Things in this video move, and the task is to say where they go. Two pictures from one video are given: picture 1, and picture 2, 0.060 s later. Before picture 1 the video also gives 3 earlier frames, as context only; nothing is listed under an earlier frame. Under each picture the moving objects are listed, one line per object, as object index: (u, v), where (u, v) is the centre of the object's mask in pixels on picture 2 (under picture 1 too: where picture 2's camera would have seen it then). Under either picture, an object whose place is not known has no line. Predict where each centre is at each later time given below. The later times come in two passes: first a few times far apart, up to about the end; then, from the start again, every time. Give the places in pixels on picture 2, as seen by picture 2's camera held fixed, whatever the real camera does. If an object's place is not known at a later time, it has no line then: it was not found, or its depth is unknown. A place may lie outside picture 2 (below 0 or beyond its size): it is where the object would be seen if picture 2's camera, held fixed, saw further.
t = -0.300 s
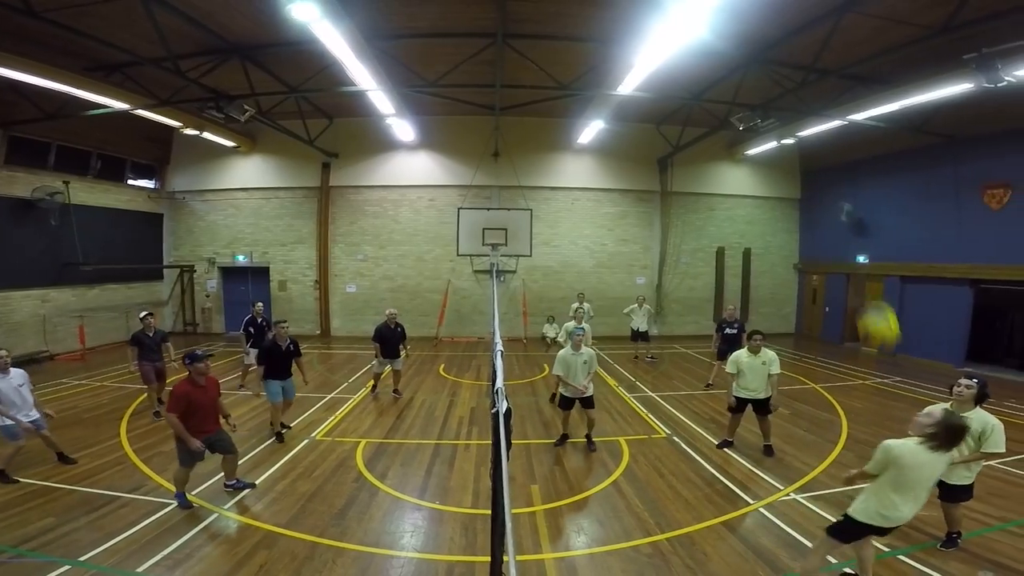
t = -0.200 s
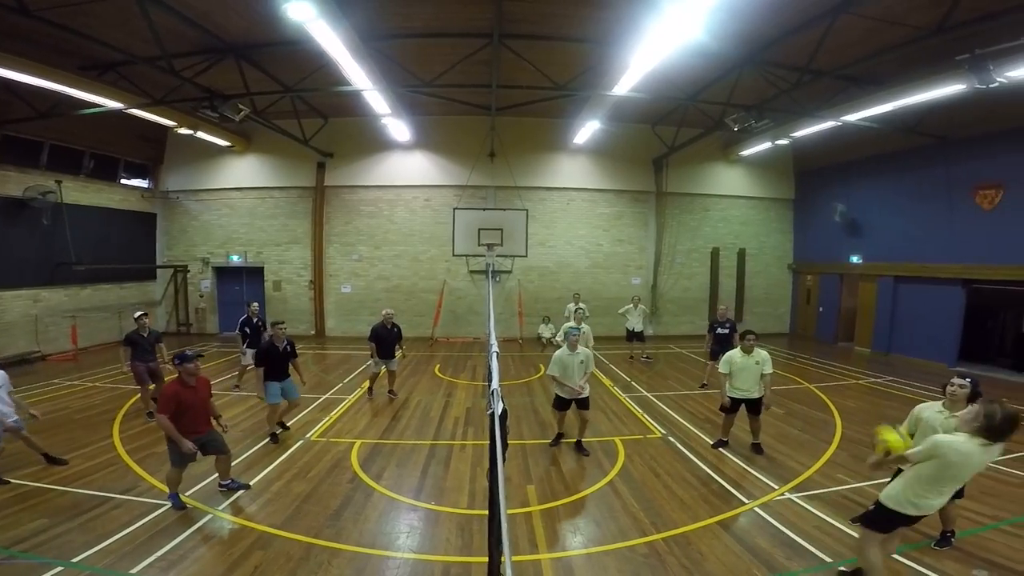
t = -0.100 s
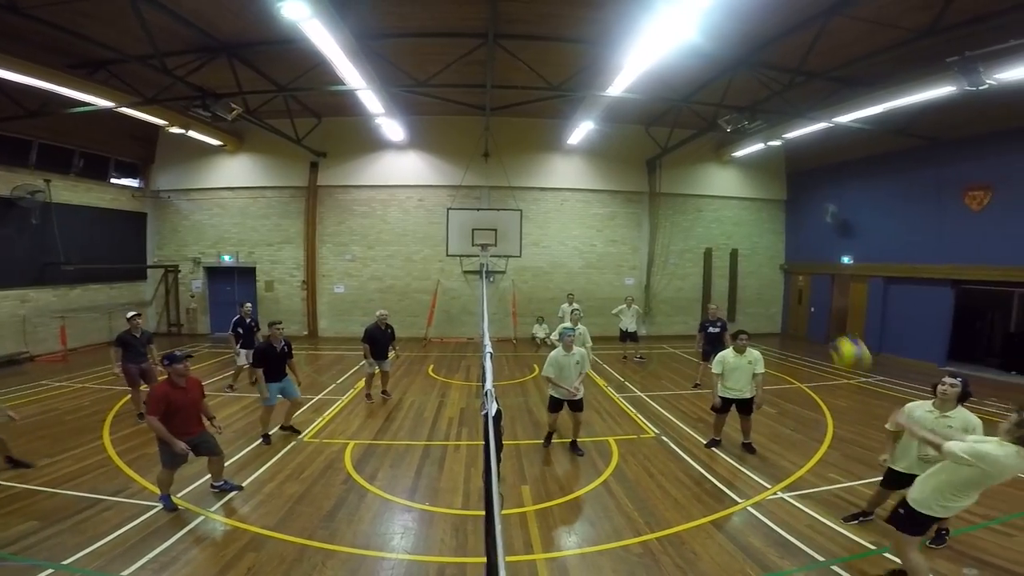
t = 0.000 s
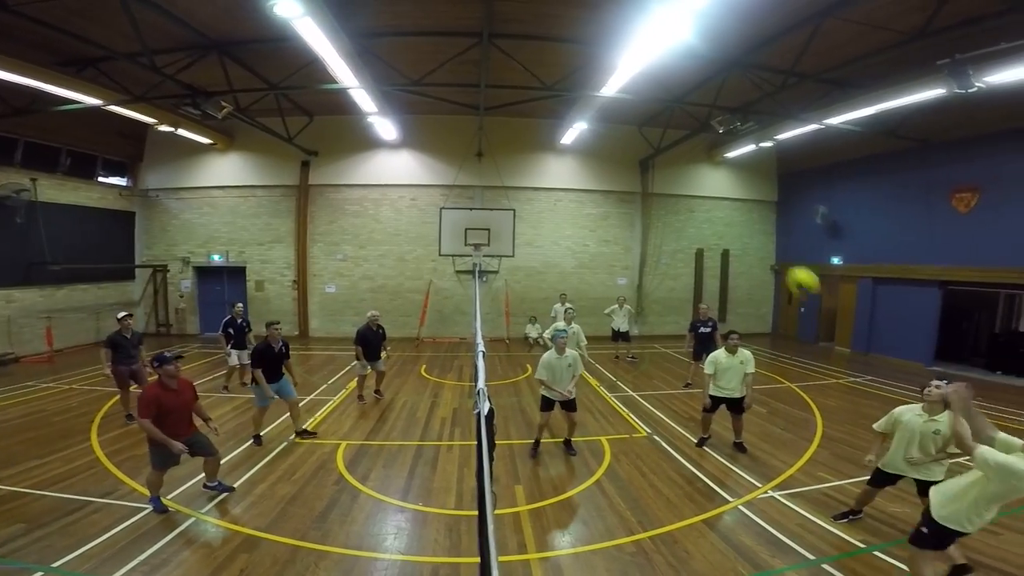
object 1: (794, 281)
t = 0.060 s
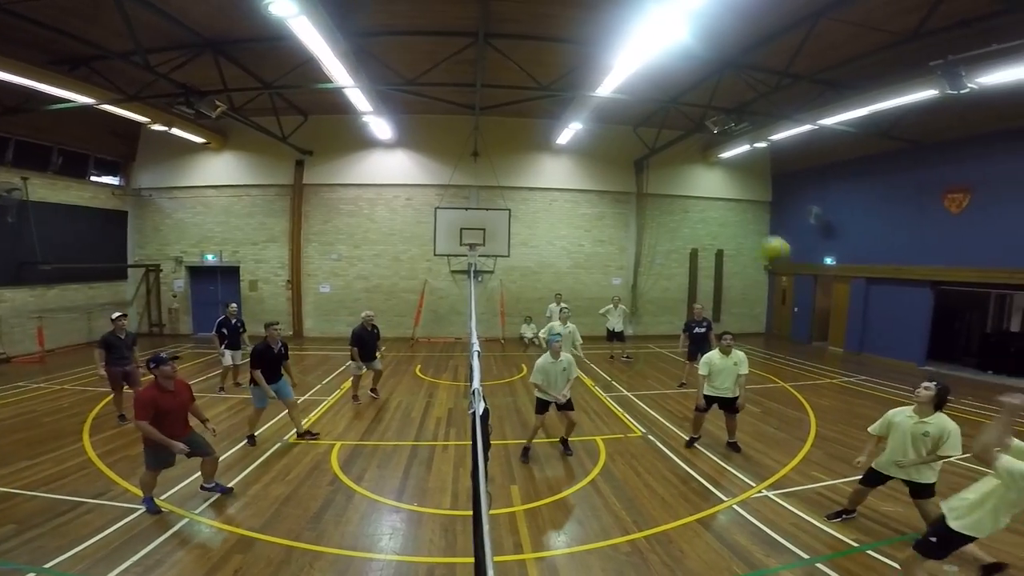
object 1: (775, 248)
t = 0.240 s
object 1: (721, 195)
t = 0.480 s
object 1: (669, 184)
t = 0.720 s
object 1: (630, 221)
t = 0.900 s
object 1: (606, 270)
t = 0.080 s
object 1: (770, 241)
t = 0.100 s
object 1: (762, 231)
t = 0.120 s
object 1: (755, 225)
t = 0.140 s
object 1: (749, 218)
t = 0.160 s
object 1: (744, 211)
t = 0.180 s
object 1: (738, 206)
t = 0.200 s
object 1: (733, 202)
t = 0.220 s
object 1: (728, 198)
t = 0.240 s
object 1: (721, 195)
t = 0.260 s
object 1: (716, 191)
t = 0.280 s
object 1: (711, 189)
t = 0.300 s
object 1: (706, 187)
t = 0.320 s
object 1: (701, 185)
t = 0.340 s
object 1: (697, 184)
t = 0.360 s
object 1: (692, 182)
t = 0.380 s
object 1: (687, 183)
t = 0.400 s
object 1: (684, 182)
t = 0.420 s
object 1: (680, 182)
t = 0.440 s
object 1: (677, 182)
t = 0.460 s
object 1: (673, 183)
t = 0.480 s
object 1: (669, 184)
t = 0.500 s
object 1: (664, 186)
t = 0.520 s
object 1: (661, 187)
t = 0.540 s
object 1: (658, 190)
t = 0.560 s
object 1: (654, 192)
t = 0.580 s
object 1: (651, 195)
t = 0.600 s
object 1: (648, 197)
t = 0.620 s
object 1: (645, 201)
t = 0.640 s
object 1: (642, 204)
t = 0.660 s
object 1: (639, 207)
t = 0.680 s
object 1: (635, 211)
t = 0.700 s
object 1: (632, 216)
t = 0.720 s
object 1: (630, 221)
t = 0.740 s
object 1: (627, 224)
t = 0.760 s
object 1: (625, 230)
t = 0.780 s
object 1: (621, 235)
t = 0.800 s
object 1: (619, 241)
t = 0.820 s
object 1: (616, 245)
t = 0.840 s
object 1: (614, 251)
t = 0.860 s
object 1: (611, 258)
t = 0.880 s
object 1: (609, 263)
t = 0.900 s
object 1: (606, 270)
